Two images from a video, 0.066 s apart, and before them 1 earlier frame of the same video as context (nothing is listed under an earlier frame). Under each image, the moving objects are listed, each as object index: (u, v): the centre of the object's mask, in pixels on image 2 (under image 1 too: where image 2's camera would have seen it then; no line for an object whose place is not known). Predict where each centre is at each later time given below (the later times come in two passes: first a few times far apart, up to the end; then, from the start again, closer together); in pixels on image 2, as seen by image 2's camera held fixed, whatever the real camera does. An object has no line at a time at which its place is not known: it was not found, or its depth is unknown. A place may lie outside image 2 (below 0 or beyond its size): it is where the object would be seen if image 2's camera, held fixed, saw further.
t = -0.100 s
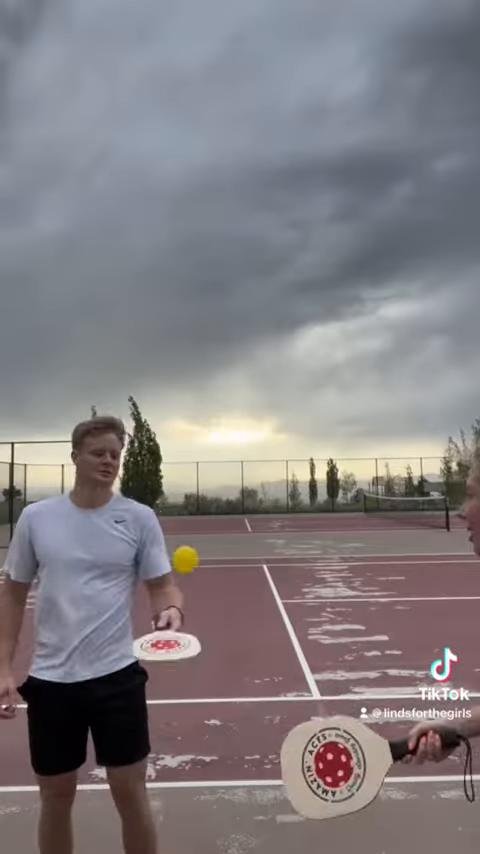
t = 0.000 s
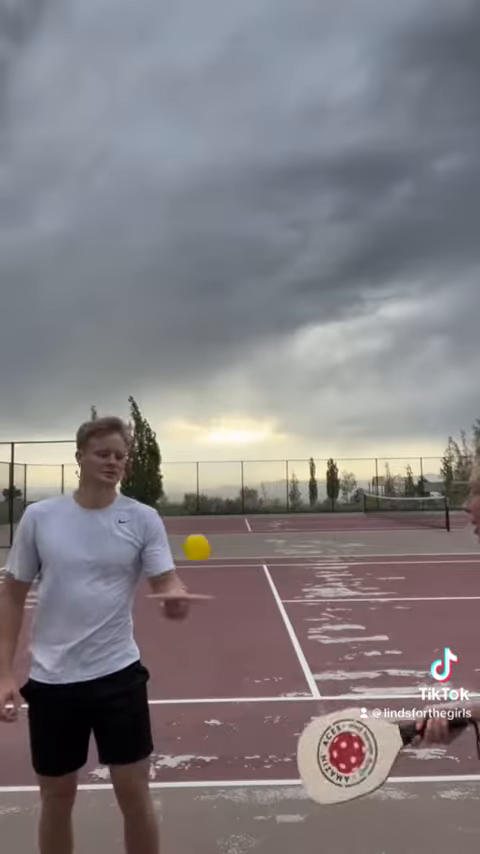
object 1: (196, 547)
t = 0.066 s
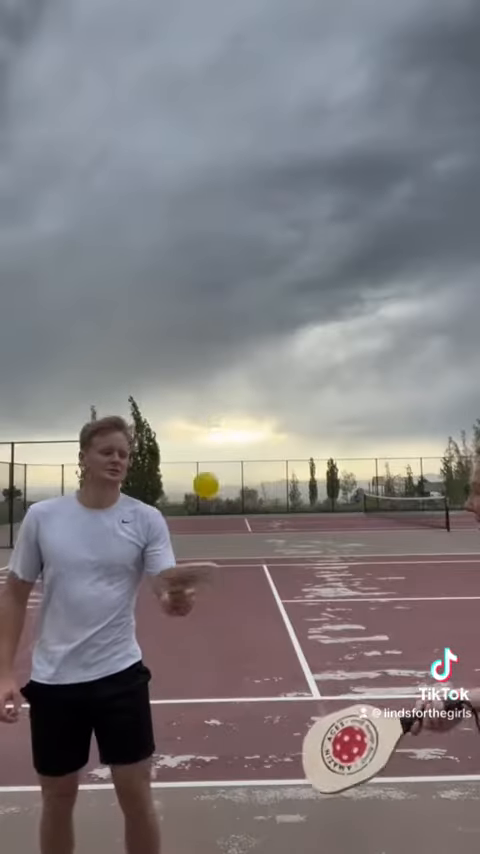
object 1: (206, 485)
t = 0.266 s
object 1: (231, 392)
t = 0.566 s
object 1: (259, 516)
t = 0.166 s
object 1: (218, 420)
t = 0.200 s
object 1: (223, 407)
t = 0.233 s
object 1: (227, 397)
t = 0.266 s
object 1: (231, 392)
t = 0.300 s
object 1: (235, 390)
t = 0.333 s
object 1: (238, 392)
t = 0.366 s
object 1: (242, 397)
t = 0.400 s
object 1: (245, 407)
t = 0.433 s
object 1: (248, 421)
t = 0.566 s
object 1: (259, 516)
